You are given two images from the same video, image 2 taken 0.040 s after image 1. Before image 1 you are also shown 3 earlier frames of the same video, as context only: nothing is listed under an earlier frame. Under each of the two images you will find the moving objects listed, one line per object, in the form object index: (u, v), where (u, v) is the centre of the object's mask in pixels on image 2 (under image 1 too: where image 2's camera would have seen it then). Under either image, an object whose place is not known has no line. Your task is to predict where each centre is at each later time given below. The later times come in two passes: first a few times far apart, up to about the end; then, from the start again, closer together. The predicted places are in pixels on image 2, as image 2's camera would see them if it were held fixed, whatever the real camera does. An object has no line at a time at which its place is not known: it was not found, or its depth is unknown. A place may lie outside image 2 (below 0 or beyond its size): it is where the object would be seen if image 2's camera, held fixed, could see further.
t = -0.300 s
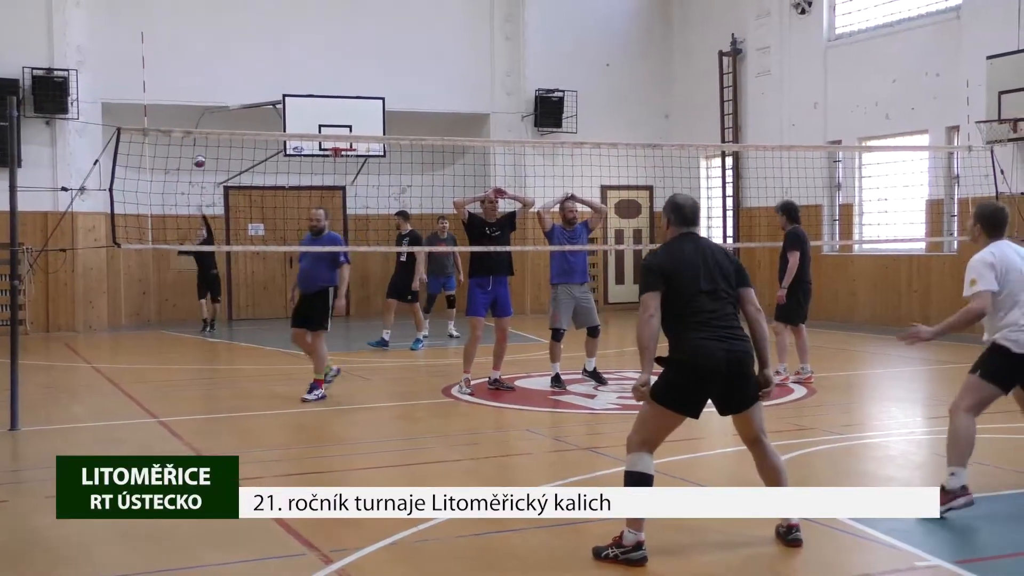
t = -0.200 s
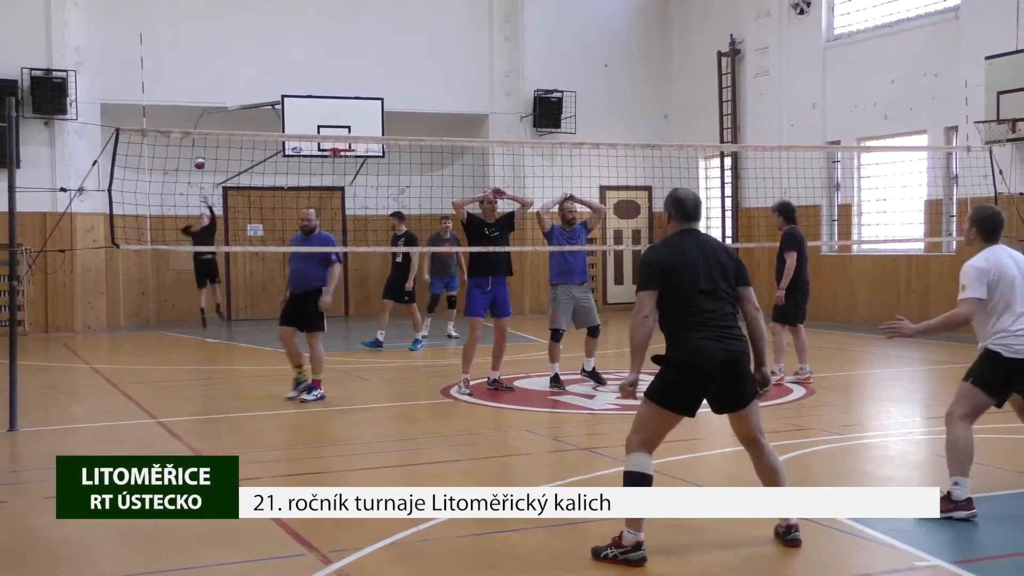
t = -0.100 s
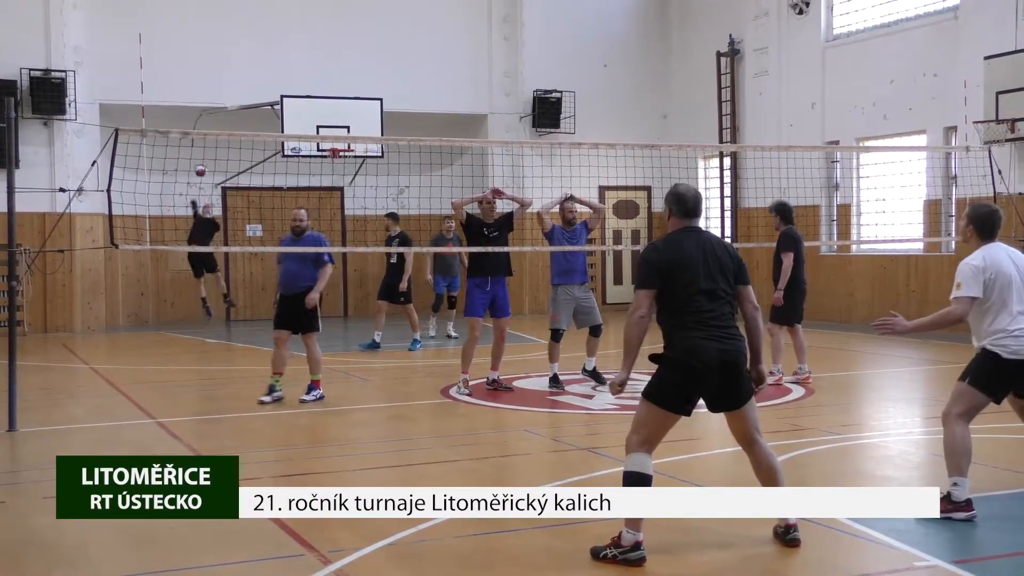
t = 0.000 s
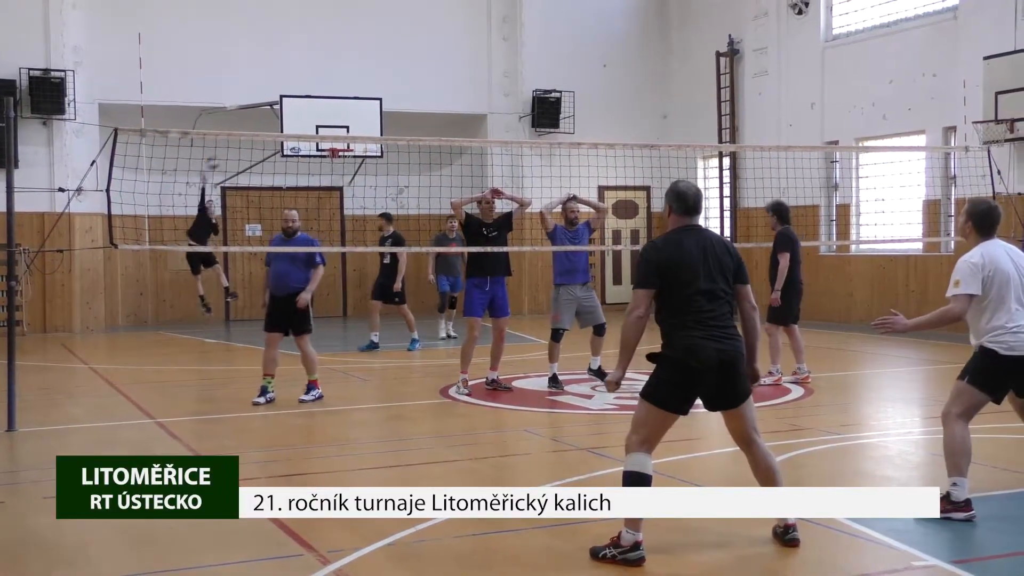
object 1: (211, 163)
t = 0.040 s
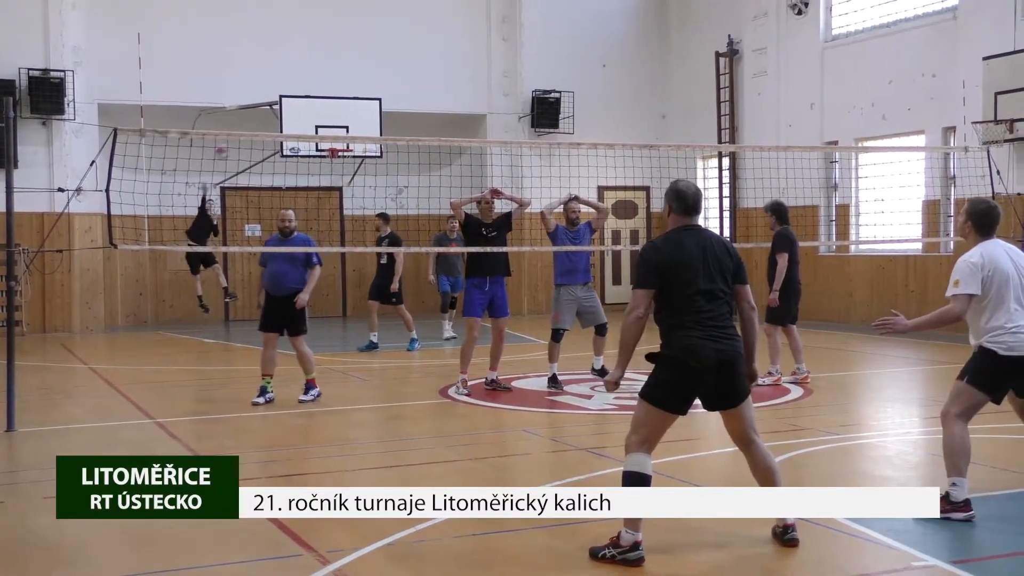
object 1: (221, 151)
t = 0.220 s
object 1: (277, 108)
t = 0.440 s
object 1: (364, 73)
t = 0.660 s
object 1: (478, 75)
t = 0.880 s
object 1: (646, 132)
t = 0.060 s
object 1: (228, 144)
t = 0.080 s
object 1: (233, 142)
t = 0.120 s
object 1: (247, 128)
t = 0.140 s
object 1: (252, 125)
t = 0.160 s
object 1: (258, 121)
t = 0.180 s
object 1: (265, 116)
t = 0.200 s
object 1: (271, 111)
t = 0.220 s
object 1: (277, 108)
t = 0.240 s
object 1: (284, 102)
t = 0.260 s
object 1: (292, 99)
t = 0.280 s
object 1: (299, 95)
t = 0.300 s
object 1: (306, 91)
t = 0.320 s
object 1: (315, 87)
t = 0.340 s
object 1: (322, 84)
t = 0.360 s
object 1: (330, 81)
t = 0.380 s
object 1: (338, 79)
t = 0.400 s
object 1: (346, 77)
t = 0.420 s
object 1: (355, 75)
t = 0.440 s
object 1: (364, 73)
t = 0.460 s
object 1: (372, 72)
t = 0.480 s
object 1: (382, 71)
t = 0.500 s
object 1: (392, 70)
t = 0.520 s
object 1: (401, 68)
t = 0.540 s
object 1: (412, 68)
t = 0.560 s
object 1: (422, 69)
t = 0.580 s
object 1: (432, 69)
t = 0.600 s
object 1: (444, 70)
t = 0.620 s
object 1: (455, 72)
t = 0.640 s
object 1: (467, 73)
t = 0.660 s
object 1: (478, 75)
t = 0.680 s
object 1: (492, 77)
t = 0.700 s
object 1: (504, 80)
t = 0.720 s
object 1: (517, 84)
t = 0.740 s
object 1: (532, 88)
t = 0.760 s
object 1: (547, 95)
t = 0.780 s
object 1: (561, 100)
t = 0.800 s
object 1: (578, 105)
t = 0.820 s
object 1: (594, 111)
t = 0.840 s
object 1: (611, 116)
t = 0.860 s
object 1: (628, 124)
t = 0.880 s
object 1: (646, 132)
